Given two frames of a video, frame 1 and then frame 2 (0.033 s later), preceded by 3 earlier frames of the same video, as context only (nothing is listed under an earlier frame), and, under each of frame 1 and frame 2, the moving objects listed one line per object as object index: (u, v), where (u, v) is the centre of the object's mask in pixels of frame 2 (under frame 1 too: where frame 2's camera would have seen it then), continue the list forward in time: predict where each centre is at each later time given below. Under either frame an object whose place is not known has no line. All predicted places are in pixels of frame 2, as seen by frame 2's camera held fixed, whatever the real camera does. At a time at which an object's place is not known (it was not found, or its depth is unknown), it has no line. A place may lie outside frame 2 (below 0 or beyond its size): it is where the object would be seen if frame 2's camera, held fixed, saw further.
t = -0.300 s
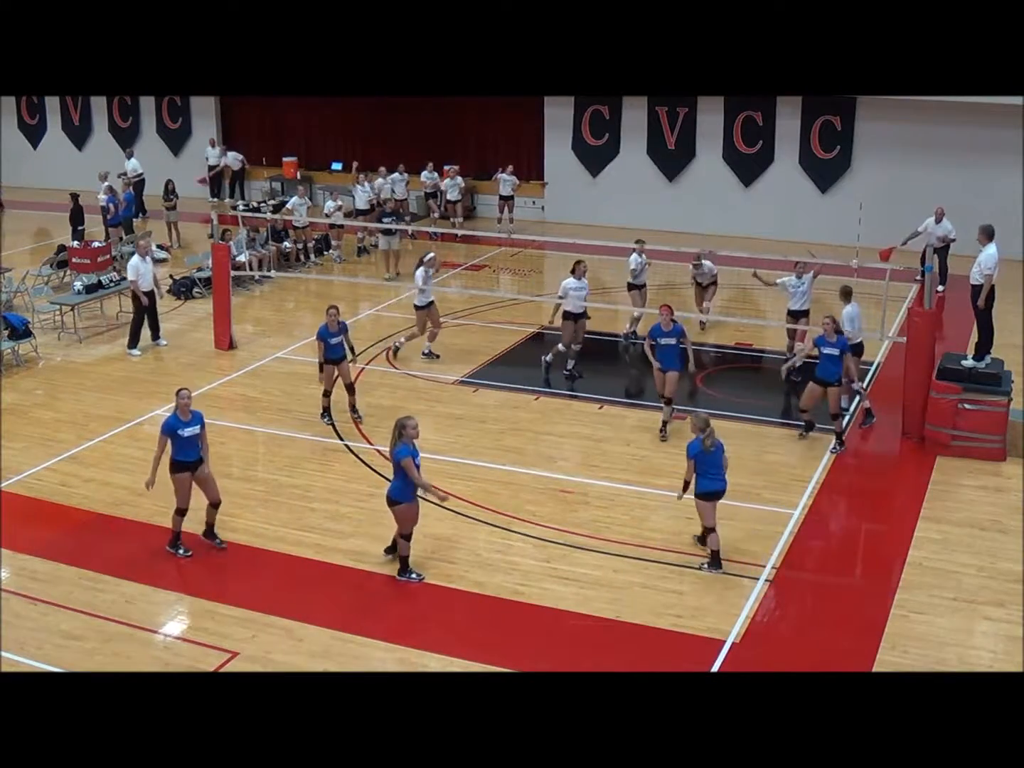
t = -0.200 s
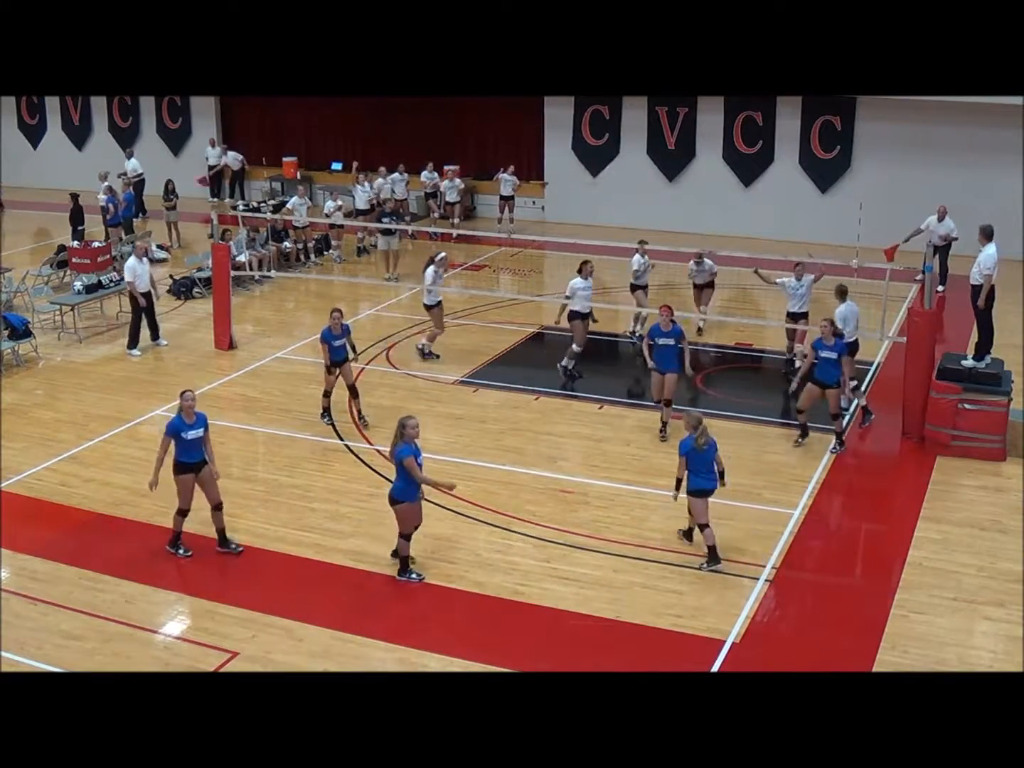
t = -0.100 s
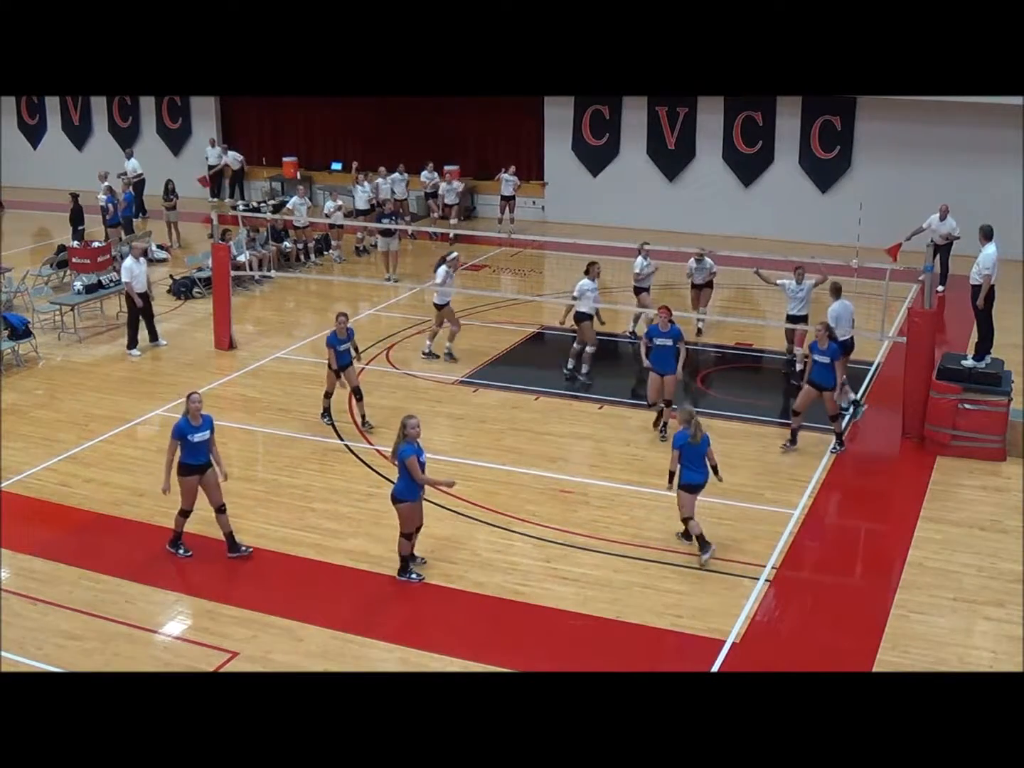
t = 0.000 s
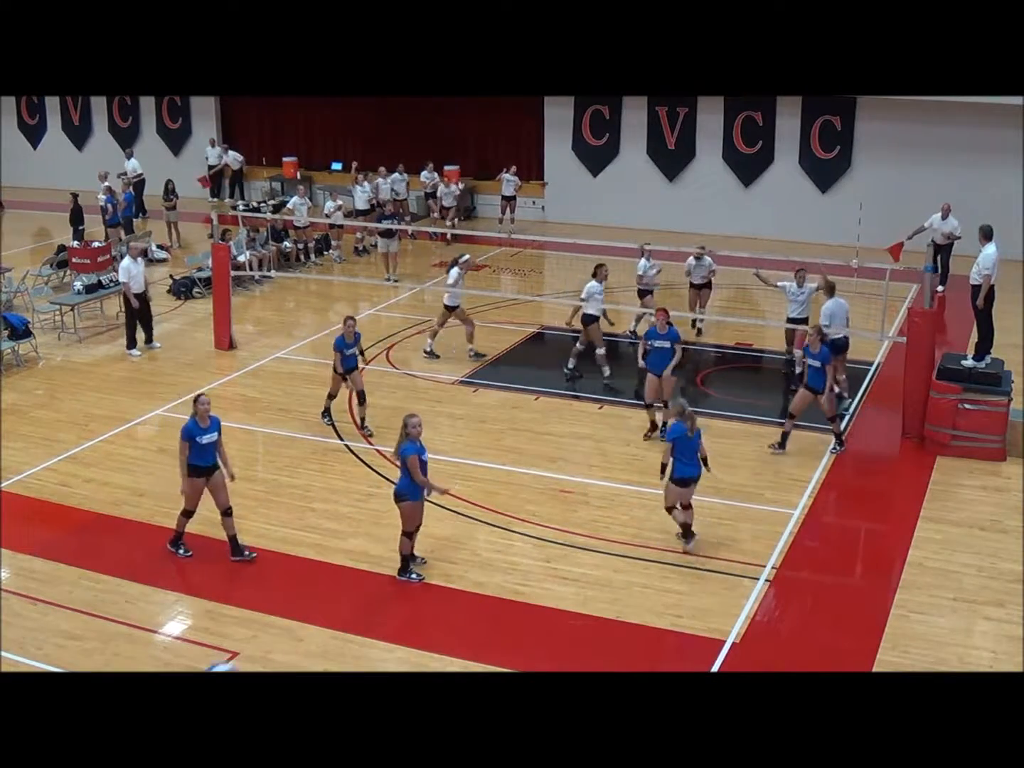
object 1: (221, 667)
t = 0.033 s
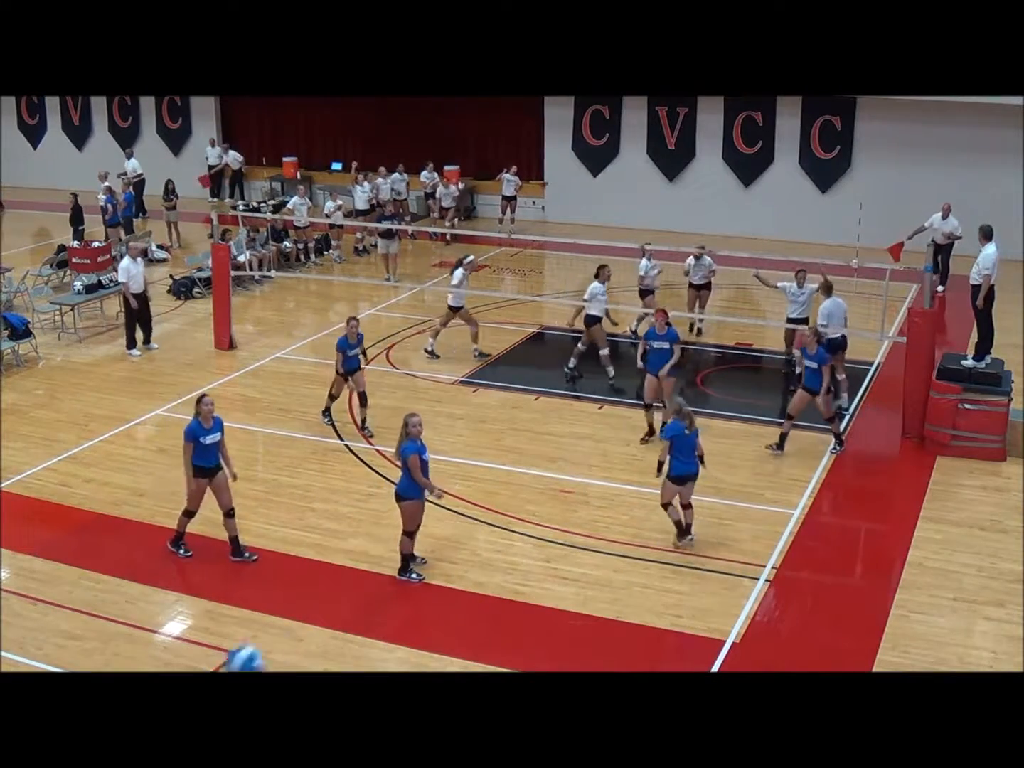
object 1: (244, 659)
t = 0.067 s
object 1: (267, 648)
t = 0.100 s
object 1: (290, 635)
